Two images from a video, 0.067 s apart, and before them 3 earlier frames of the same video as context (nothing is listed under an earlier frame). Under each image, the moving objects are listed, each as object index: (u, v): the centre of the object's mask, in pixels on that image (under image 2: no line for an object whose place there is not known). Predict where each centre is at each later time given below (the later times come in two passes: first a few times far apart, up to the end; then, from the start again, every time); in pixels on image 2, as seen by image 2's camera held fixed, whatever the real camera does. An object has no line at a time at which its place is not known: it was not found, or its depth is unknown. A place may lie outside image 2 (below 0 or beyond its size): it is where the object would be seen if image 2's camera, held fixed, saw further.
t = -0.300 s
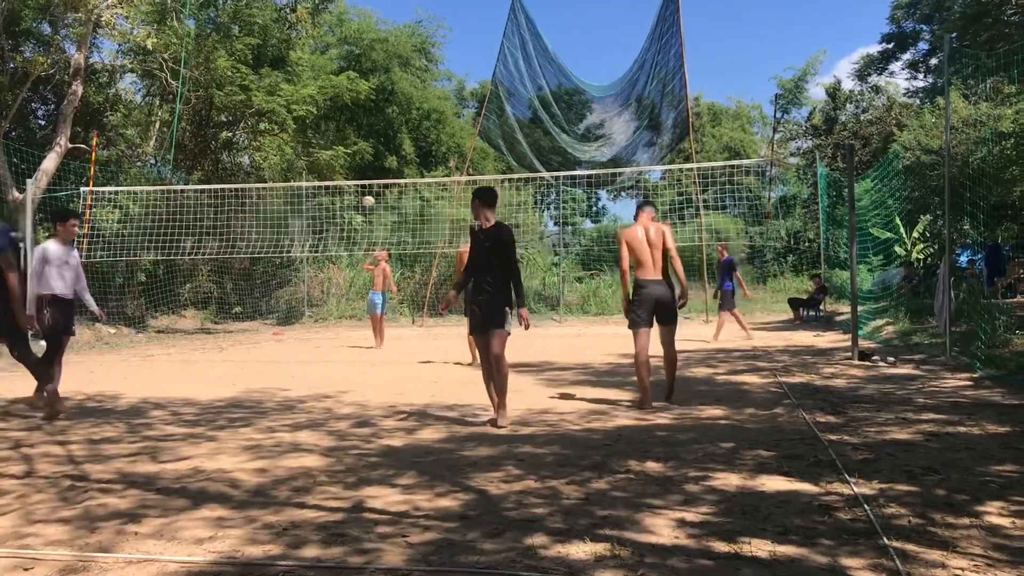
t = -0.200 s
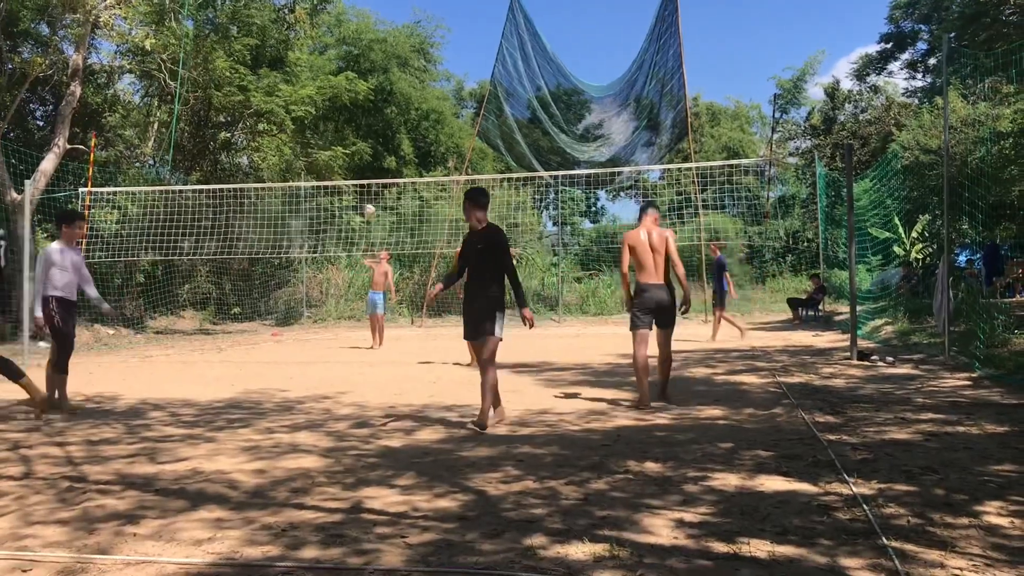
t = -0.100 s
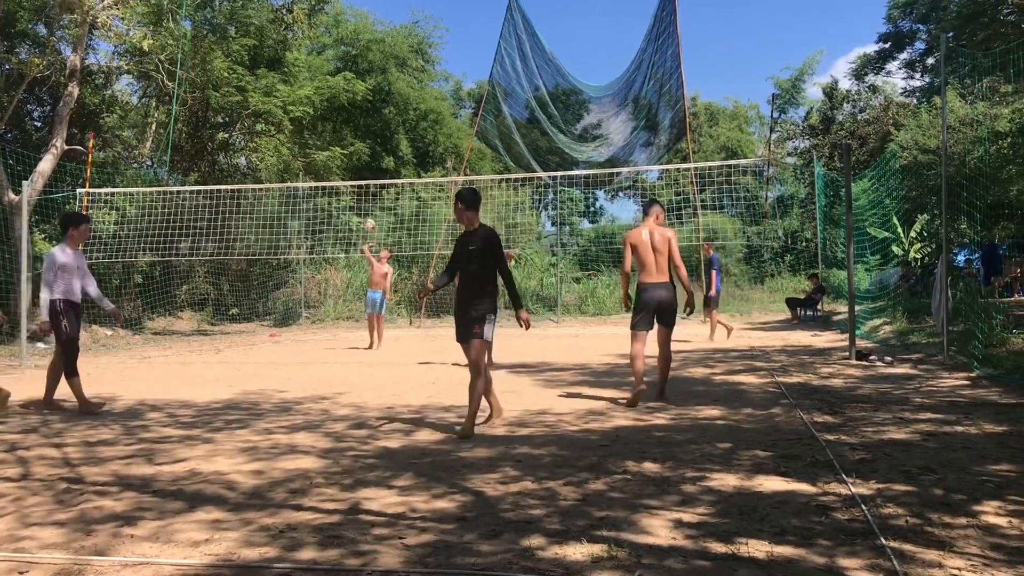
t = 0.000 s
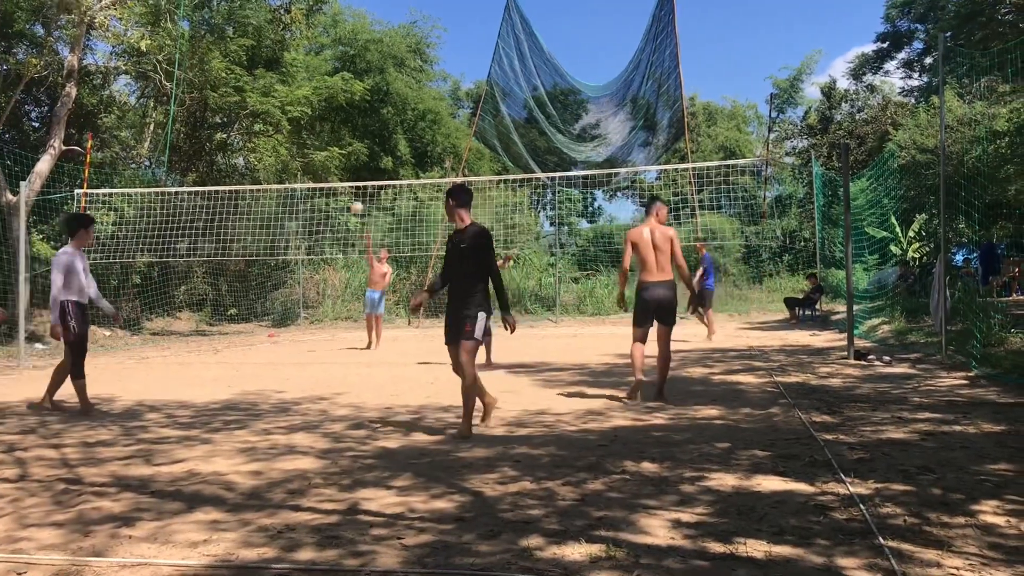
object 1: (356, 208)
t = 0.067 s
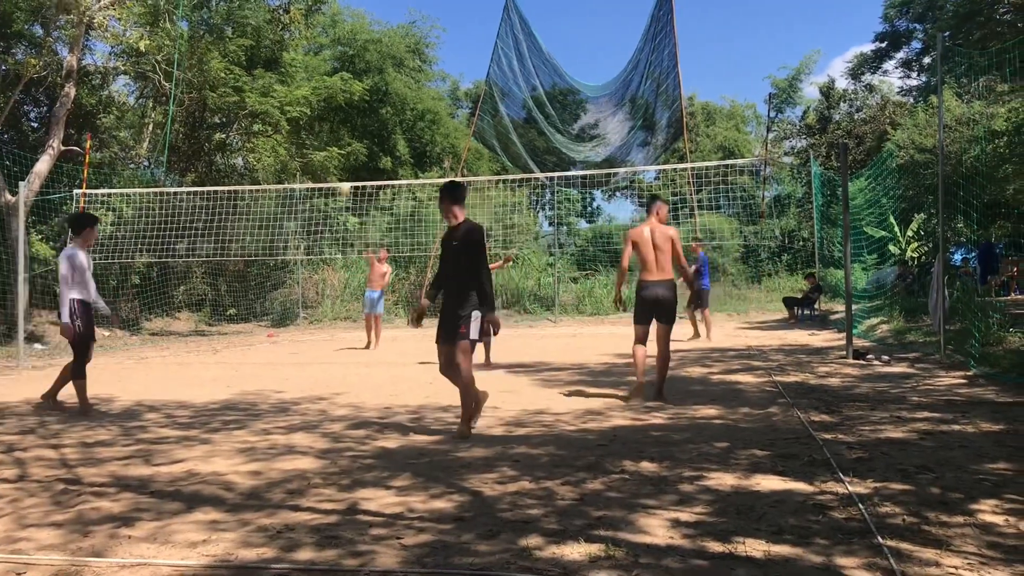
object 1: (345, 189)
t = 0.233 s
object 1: (313, 147)
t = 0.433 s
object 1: (270, 118)
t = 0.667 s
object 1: (207, 117)
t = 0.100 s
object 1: (339, 178)
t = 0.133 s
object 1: (332, 170)
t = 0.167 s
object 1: (327, 163)
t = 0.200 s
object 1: (320, 155)
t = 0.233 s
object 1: (313, 147)
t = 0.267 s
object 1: (307, 141)
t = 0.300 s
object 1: (300, 136)
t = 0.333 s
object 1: (293, 130)
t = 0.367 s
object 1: (285, 125)
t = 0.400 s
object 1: (278, 122)
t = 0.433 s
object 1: (270, 118)
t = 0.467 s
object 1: (262, 115)
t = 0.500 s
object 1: (254, 114)
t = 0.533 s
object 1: (246, 113)
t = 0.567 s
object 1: (236, 112)
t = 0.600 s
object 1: (228, 112)
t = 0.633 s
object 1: (217, 115)
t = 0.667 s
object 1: (207, 117)
